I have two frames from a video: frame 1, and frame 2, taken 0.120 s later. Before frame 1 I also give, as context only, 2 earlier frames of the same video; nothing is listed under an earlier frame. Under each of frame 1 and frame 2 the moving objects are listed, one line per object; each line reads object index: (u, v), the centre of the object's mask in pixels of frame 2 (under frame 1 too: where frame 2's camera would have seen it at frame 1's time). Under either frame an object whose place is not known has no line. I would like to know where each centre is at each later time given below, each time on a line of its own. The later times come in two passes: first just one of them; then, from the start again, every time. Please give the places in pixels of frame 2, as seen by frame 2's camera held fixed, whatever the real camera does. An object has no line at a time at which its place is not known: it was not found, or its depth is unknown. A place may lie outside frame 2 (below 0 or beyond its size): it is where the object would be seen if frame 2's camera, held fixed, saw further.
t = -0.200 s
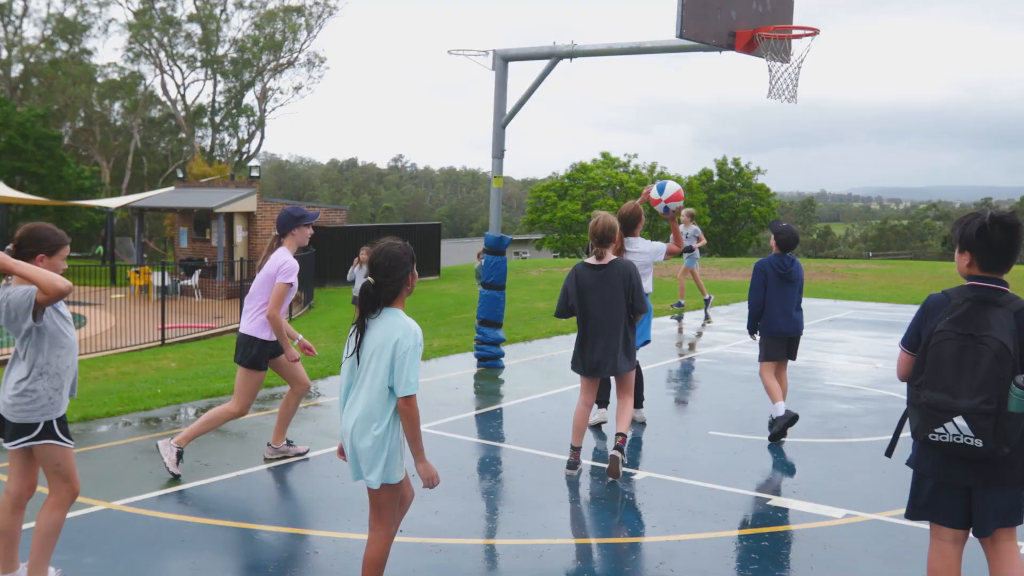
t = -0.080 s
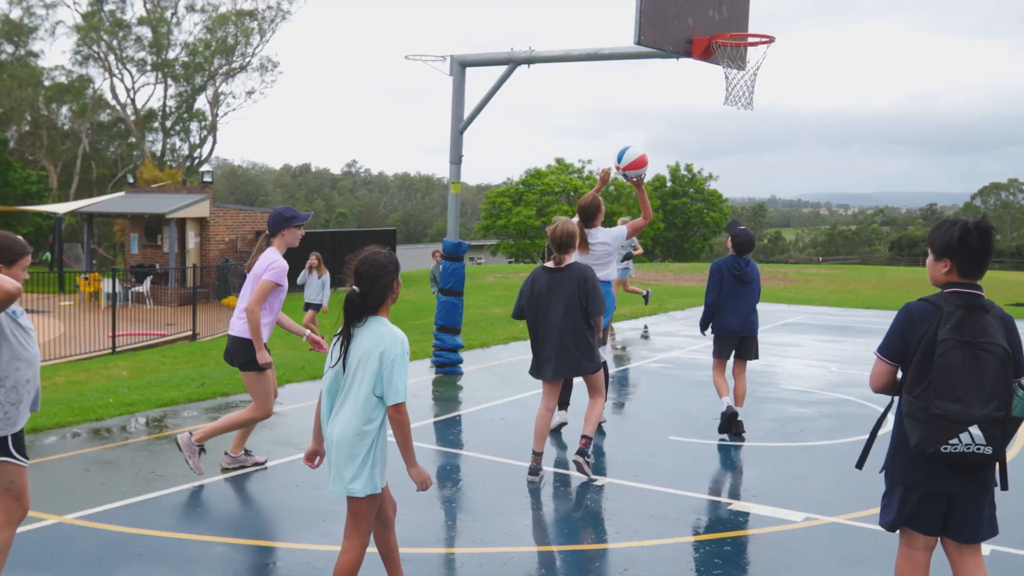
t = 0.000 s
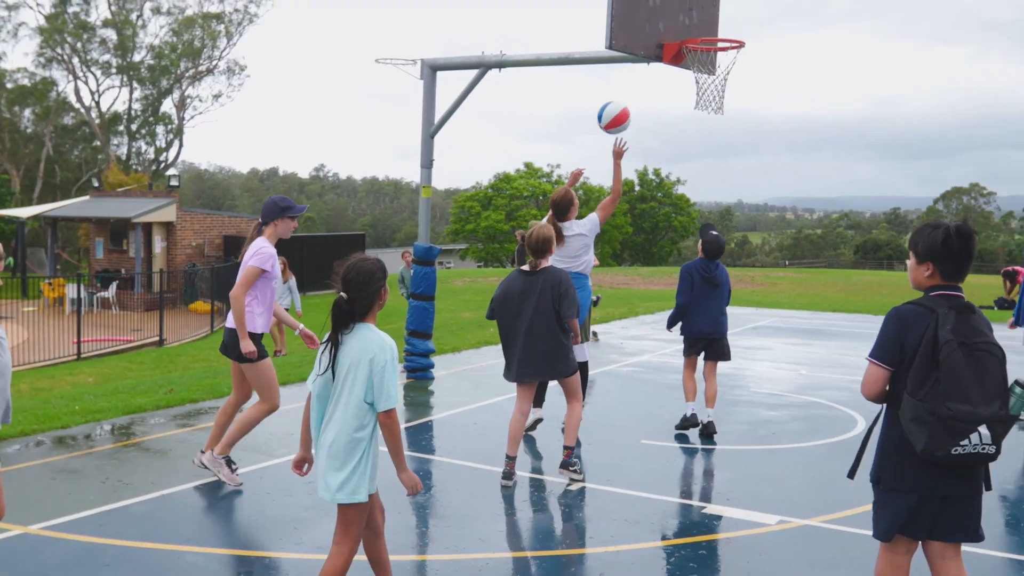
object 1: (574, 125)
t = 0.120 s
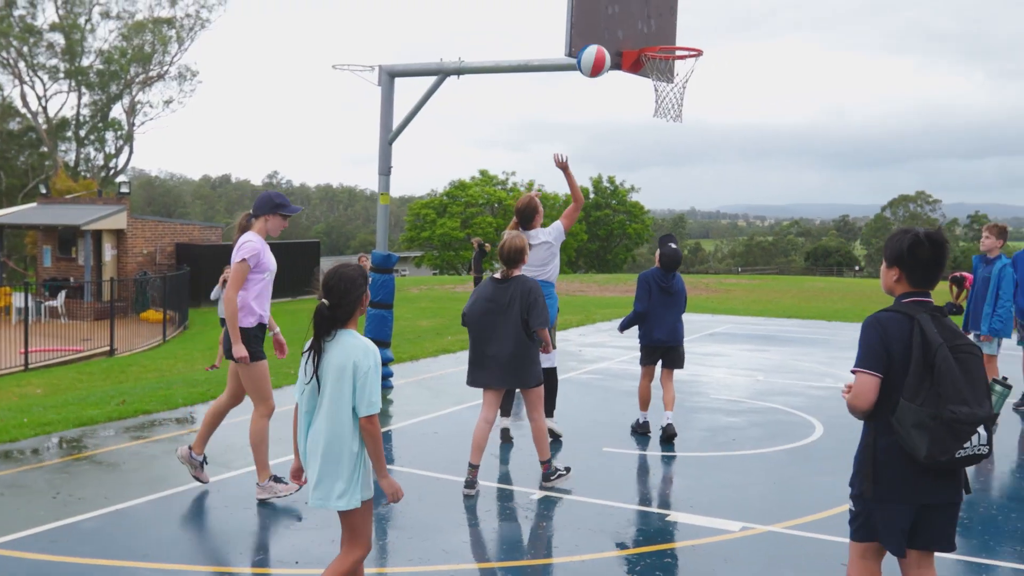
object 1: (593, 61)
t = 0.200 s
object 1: (606, 30)
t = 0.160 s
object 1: (600, 45)
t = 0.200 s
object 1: (606, 30)
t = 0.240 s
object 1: (612, 18)
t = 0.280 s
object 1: (618, 9)
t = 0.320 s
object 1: (623, 2)
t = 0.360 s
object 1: (629, -4)
